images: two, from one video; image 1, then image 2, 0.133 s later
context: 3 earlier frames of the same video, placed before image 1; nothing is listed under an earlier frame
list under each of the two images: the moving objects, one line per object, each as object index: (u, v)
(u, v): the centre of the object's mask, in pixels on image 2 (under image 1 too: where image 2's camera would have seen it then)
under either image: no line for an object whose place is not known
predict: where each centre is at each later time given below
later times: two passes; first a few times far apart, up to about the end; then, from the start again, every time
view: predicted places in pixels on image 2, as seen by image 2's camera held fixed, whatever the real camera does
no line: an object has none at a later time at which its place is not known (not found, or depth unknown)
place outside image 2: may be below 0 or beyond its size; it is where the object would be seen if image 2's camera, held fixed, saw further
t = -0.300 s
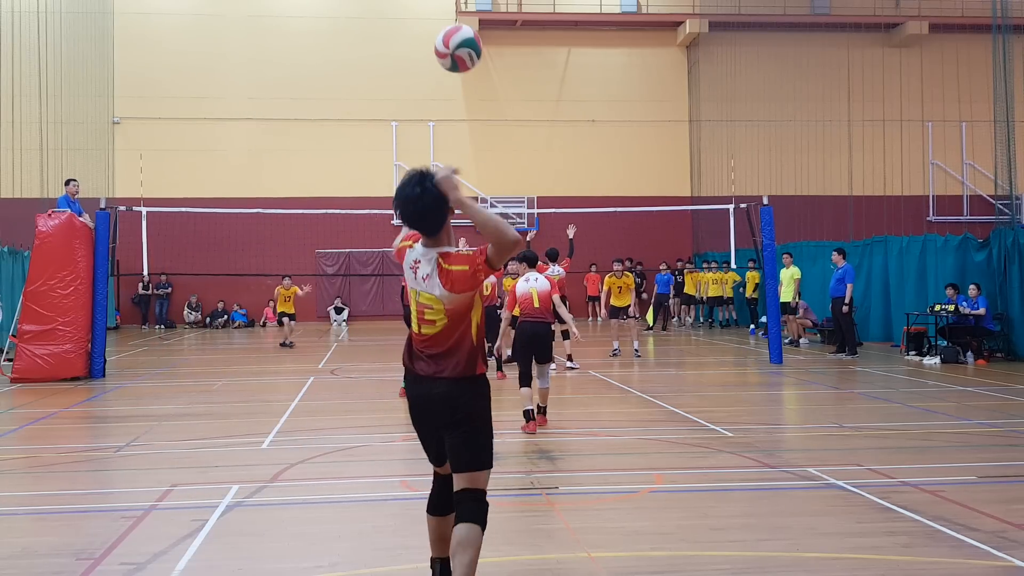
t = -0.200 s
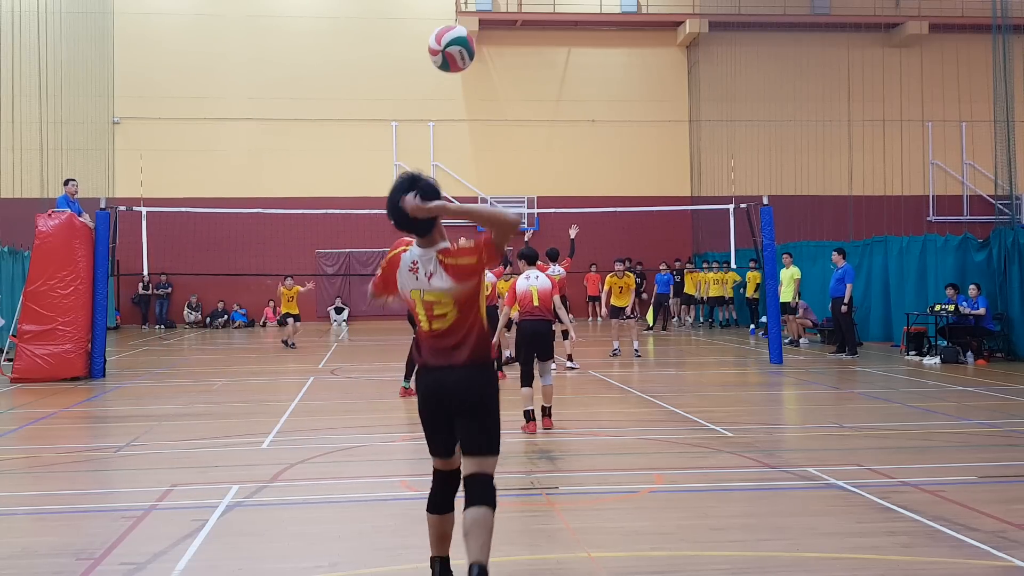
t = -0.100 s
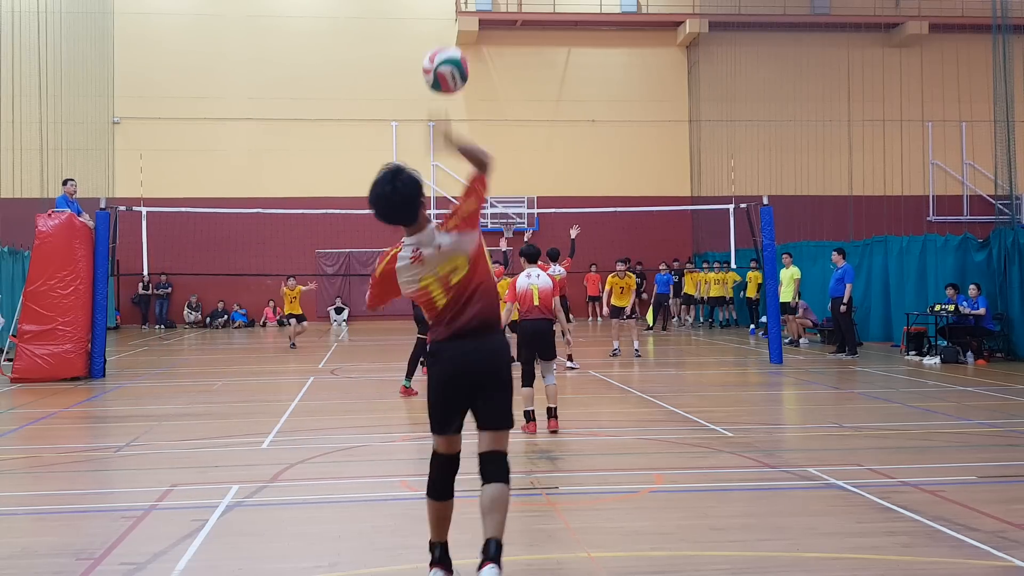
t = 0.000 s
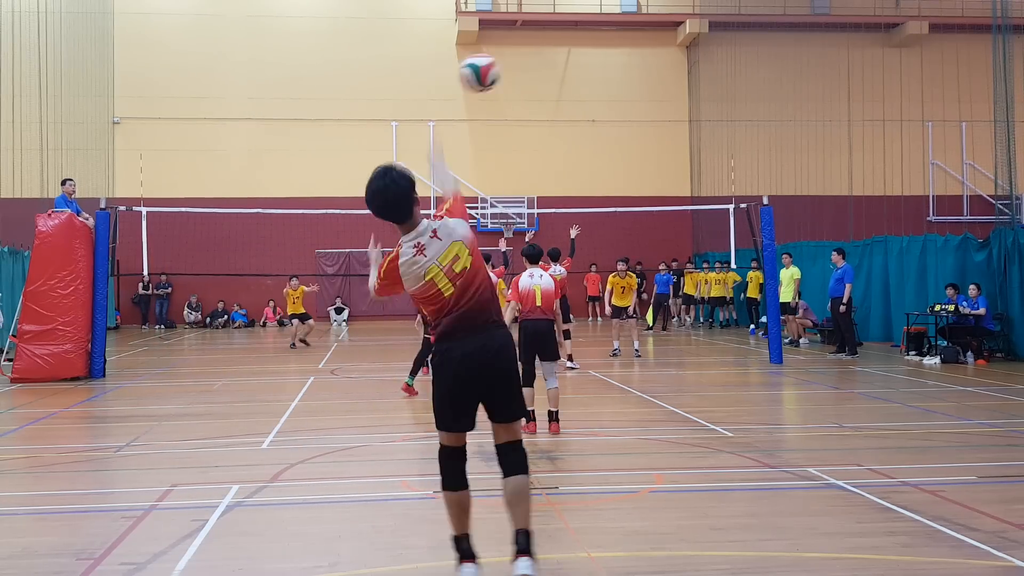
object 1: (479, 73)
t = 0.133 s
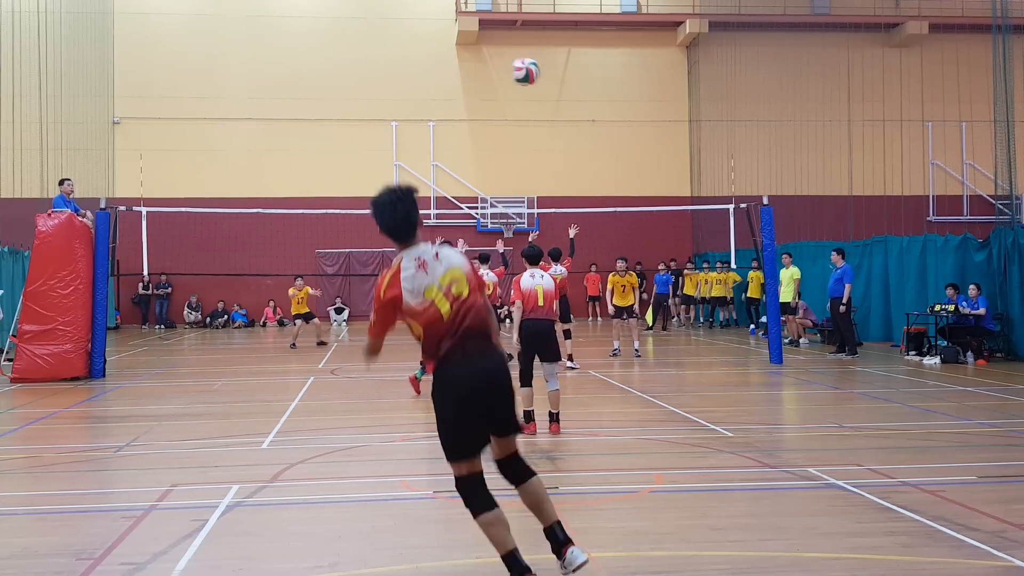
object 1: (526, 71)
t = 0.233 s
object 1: (545, 84)
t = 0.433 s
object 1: (572, 122)
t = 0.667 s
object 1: (594, 180)
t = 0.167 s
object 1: (533, 74)
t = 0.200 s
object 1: (539, 79)
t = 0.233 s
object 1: (545, 84)
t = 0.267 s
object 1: (550, 88)
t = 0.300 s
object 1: (555, 94)
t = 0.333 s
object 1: (560, 101)
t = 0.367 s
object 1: (565, 108)
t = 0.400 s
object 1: (569, 114)
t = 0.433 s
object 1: (572, 122)
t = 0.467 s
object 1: (576, 129)
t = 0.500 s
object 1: (580, 138)
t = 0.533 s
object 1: (583, 146)
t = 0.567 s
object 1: (586, 154)
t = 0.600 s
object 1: (589, 162)
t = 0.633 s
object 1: (592, 171)
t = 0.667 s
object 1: (594, 180)
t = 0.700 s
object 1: (596, 188)
